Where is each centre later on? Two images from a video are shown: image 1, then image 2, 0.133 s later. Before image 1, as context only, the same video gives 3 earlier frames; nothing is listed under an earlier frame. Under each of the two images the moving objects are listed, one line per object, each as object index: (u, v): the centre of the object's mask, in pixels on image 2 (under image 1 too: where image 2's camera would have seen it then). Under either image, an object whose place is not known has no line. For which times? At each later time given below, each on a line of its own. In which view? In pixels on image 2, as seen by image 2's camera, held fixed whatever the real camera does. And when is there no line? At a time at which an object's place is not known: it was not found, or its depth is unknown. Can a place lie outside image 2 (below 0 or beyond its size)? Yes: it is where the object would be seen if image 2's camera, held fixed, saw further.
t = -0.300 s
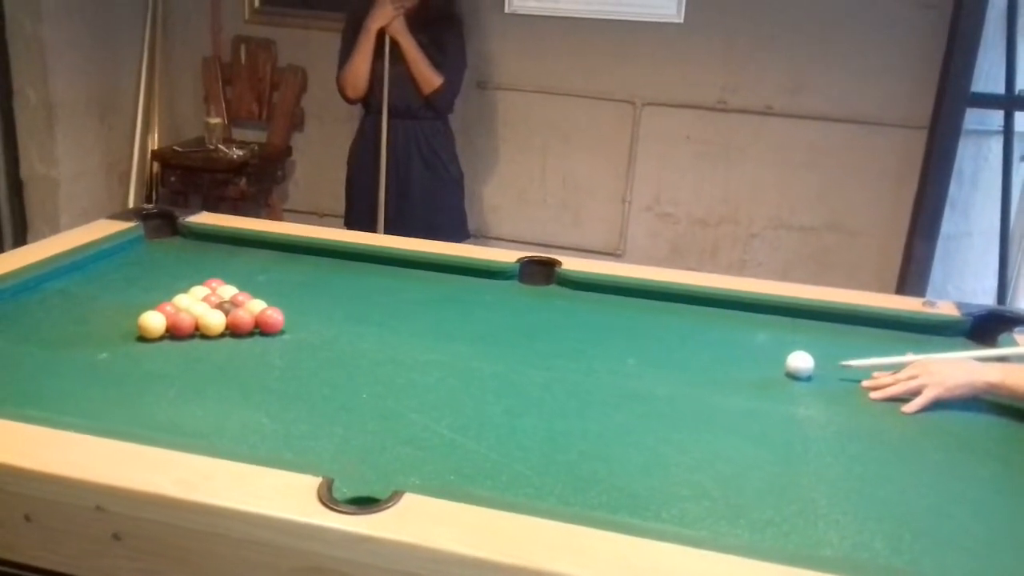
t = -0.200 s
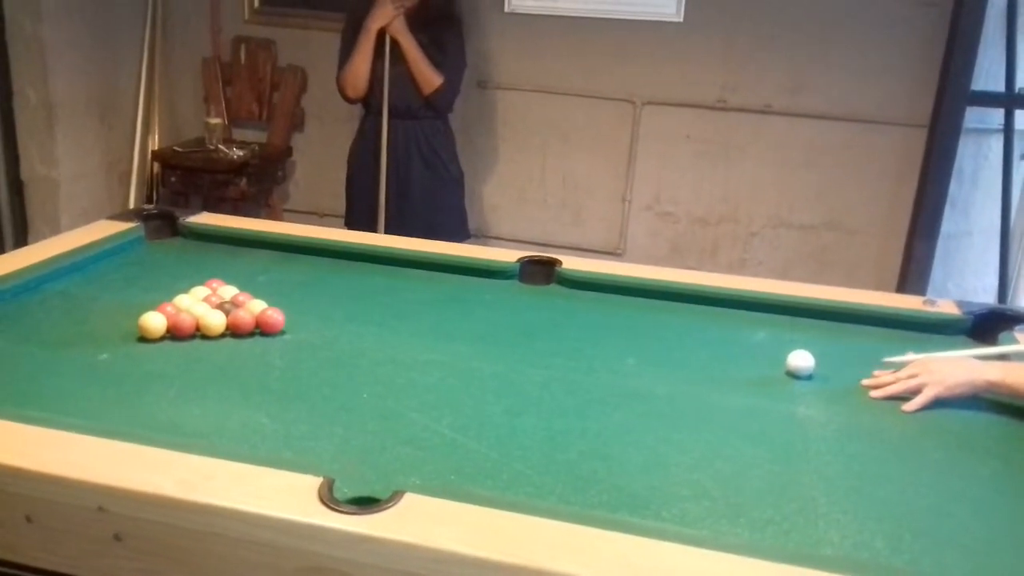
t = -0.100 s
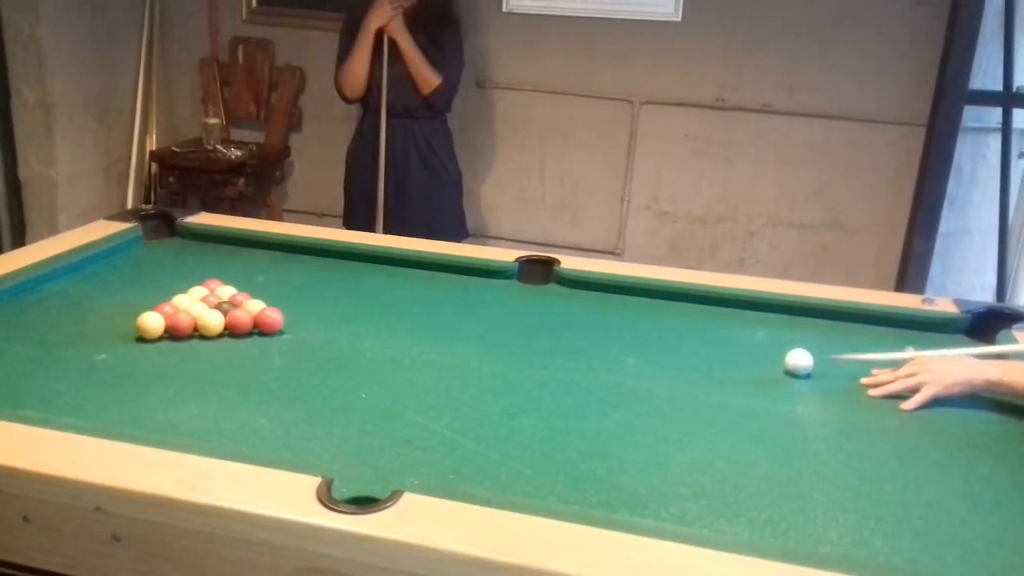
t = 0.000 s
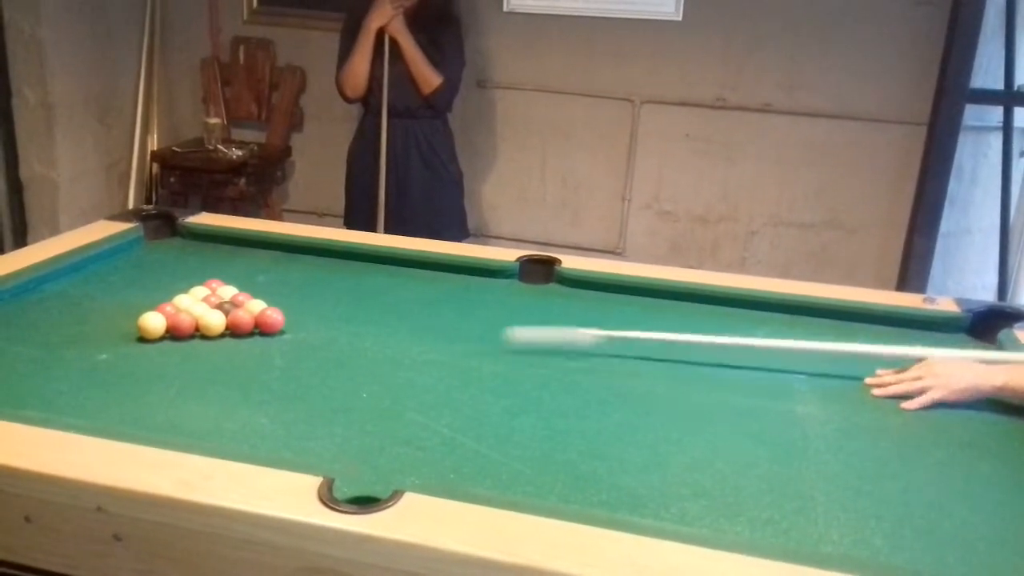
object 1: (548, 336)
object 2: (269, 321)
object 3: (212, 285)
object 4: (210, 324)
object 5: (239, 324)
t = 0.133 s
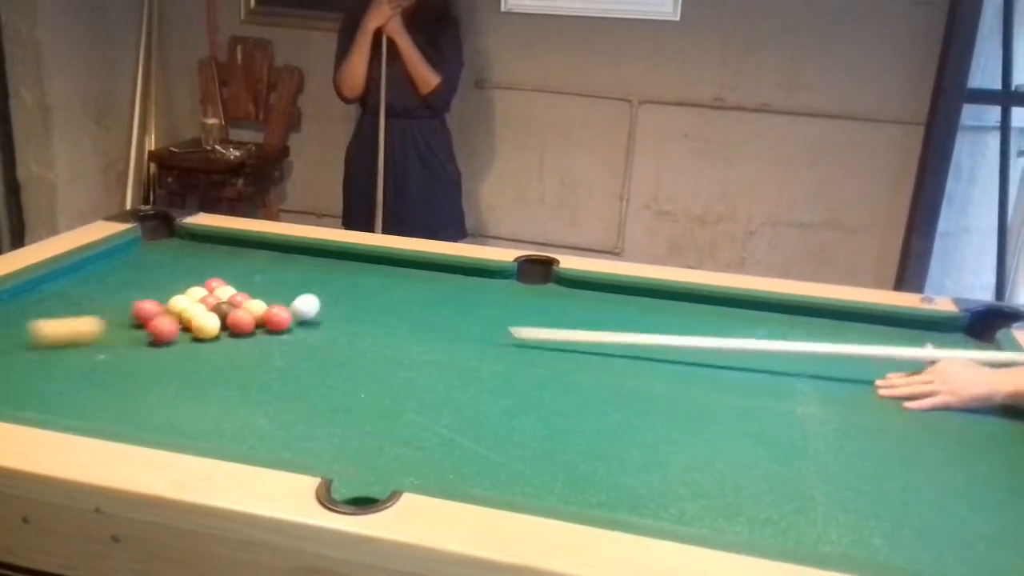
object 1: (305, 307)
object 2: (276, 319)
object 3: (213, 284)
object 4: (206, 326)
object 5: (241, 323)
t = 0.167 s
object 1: (314, 303)
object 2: (284, 317)
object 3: (215, 283)
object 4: (204, 327)
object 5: (242, 323)
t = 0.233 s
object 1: (324, 294)
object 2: (297, 313)
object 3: (220, 282)
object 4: (199, 330)
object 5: (245, 322)
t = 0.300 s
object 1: (327, 283)
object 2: (309, 310)
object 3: (226, 279)
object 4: (194, 332)
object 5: (248, 321)
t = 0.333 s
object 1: (326, 278)
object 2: (315, 308)
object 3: (229, 278)
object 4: (192, 333)
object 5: (249, 321)
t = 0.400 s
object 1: (318, 269)
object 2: (327, 305)
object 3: (235, 277)
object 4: (187, 335)
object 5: (252, 320)
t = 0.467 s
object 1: (304, 260)
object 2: (338, 302)
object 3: (239, 276)
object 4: (182, 338)
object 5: (255, 320)
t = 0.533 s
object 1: (290, 251)
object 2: (349, 299)
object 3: (243, 275)
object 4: (178, 340)
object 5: (257, 319)
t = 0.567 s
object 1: (282, 247)
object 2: (354, 298)
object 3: (245, 274)
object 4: (176, 341)
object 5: (258, 319)
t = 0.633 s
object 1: (263, 248)
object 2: (365, 295)
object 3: (249, 273)
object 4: (172, 343)
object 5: (261, 319)
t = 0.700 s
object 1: (243, 249)
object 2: (375, 292)
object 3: (252, 271)
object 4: (168, 345)
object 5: (262, 318)
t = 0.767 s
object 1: (224, 251)
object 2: (385, 290)
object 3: (256, 269)
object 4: (164, 347)
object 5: (264, 317)
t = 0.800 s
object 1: (213, 252)
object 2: (389, 289)
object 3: (258, 268)
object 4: (162, 349)
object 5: (264, 317)
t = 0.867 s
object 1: (193, 253)
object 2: (399, 286)
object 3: (261, 266)
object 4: (158, 351)
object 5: (266, 317)
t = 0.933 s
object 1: (173, 254)
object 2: (408, 284)
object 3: (265, 265)
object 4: (154, 353)
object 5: (267, 316)
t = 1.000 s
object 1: (152, 255)
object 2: (416, 281)
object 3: (268, 263)
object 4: (150, 355)
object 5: (267, 316)
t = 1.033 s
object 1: (143, 256)
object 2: (421, 280)
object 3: (269, 262)
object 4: (148, 356)
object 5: (268, 316)
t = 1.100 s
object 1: (122, 257)
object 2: (430, 278)
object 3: (273, 261)
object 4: (145, 358)
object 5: (270, 316)
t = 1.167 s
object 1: (102, 258)
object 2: (438, 276)
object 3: (276, 259)
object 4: (141, 360)
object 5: (271, 316)
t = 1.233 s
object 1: (96, 262)
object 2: (445, 274)
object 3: (279, 258)
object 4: (138, 363)
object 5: (272, 316)
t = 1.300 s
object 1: (100, 266)
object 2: (454, 272)
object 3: (282, 256)
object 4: (135, 364)
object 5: (272, 316)
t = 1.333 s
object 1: (101, 268)
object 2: (457, 271)
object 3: (284, 256)
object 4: (133, 365)
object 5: (273, 316)
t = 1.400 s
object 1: (105, 272)
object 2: (464, 270)
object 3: (287, 254)
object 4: (130, 367)
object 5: (273, 316)
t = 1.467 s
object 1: (108, 276)
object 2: (466, 272)
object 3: (289, 253)
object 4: (127, 369)
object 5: (273, 316)
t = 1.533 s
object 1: (111, 280)
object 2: (468, 274)
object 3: (292, 252)
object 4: (124, 371)
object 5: (274, 316)
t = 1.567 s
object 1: (113, 282)
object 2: (469, 275)
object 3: (293, 251)
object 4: (123, 371)
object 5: (274, 316)
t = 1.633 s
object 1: (116, 287)
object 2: (470, 277)
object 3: (296, 250)
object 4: (120, 373)
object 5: (274, 316)
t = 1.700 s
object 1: (120, 291)
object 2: (473, 280)
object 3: (298, 250)
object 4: (118, 374)
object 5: (274, 316)
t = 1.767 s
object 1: (123, 295)
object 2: (474, 282)
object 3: (297, 250)
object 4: (115, 376)
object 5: (274, 317)
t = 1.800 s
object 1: (125, 298)
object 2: (475, 283)
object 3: (296, 250)
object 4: (115, 376)
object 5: (274, 316)
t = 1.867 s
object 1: (129, 302)
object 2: (477, 285)
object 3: (295, 251)
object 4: (113, 378)
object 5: (274, 316)
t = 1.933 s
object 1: (131, 307)
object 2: (479, 287)
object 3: (295, 251)
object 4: (111, 379)
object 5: (274, 316)
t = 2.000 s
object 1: (130, 311)
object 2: (480, 290)
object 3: (293, 253)
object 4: (110, 380)
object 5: (274, 316)
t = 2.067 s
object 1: (129, 316)
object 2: (482, 291)
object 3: (293, 253)
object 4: (109, 381)
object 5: (274, 316)
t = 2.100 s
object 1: (128, 318)
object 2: (483, 293)
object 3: (292, 253)
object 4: (108, 382)
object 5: (274, 316)
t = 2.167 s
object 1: (126, 322)
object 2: (484, 295)
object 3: (291, 254)
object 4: (107, 383)
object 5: (274, 316)
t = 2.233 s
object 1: (124, 326)
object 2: (486, 297)
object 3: (291, 255)
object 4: (106, 383)
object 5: (274, 316)
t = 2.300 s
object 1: (123, 331)
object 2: (488, 299)
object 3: (290, 255)
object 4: (106, 384)
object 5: (274, 316)
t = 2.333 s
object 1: (122, 333)
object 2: (489, 300)
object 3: (290, 256)
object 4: (106, 385)
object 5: (274, 316)
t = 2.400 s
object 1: (121, 338)
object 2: (490, 302)
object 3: (290, 256)
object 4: (106, 385)
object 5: (274, 316)
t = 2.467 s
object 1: (119, 342)
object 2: (492, 303)
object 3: (290, 257)
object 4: (106, 386)
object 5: (274, 316)
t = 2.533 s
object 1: (116, 347)
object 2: (493, 305)
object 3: (289, 257)
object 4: (106, 386)
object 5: (274, 316)
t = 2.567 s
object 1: (116, 349)
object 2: (494, 306)
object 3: (289, 257)
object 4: (107, 386)
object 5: (274, 316)
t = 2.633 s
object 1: (114, 354)
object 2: (495, 308)
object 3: (289, 258)
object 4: (106, 386)
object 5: (274, 316)
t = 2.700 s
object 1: (113, 357)
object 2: (497, 310)
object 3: (289, 258)
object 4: (107, 386)
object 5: (274, 316)
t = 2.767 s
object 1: (111, 361)
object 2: (498, 312)
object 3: (289, 258)
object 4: (106, 386)
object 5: (274, 316)
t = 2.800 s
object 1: (111, 362)
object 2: (498, 313)
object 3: (289, 258)
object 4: (106, 386)
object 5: (274, 316)
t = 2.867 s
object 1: (110, 366)
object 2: (500, 314)
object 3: (289, 258)
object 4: (106, 386)
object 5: (274, 316)
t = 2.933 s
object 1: (108, 368)
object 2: (501, 316)
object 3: (288, 259)
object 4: (106, 387)
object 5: (274, 316)
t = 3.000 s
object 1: (107, 369)
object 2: (502, 317)
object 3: (288, 259)
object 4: (105, 391)
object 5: (274, 317)
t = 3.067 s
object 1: (106, 370)
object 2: (503, 319)
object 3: (289, 259)
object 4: (105, 392)
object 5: (274, 316)
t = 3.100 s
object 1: (106, 370)
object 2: (504, 320)
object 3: (288, 259)
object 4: (105, 393)
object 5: (274, 316)
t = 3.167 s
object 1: (105, 371)
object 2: (505, 322)
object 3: (288, 259)
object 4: (105, 396)
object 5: (274, 316)
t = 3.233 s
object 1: (106, 372)
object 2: (505, 323)
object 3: (289, 259)
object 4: (106, 399)
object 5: (274, 316)
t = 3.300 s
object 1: (105, 373)
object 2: (506, 324)
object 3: (288, 259)
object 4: (106, 401)
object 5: (274, 316)
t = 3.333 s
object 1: (100, 375)
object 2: (507, 325)
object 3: (288, 259)
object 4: (106, 402)
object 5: (274, 316)
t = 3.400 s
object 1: (84, 383)
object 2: (507, 327)
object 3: (288, 259)
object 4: (107, 404)
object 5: (274, 316)
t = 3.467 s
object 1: (69, 390)
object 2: (508, 328)
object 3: (288, 259)
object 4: (107, 406)
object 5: (274, 316)
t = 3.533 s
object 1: (54, 395)
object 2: (509, 329)
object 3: (288, 259)
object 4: (108, 408)
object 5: (274, 316)
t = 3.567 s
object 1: (46, 398)
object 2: (509, 330)
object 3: (288, 259)
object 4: (108, 409)
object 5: (274, 316)
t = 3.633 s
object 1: (31, 402)
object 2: (510, 331)
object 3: (289, 259)
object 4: (109, 410)
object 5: (274, 316)
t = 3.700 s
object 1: (18, 404)
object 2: (510, 332)
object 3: (289, 259)
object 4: (111, 411)
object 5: (274, 316)
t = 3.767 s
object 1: (24, 401)
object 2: (511, 333)
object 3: (288, 259)
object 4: (112, 413)
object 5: (274, 316)
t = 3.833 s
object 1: (28, 396)
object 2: (512, 334)
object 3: (288, 259)
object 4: (113, 413)
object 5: (274, 316)
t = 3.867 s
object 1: (31, 395)
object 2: (512, 334)
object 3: (288, 259)
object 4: (114, 414)
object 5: (274, 316)
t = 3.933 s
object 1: (36, 391)
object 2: (512, 335)
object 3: (288, 259)
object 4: (115, 415)
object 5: (274, 316)
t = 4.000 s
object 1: (41, 386)
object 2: (513, 336)
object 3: (288, 259)
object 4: (116, 416)
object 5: (274, 316)
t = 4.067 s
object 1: (45, 382)
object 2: (514, 337)
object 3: (288, 259)
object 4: (117, 417)
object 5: (274, 316)
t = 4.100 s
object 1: (48, 380)
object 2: (514, 337)
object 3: (288, 259)
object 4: (117, 417)
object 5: (274, 316)
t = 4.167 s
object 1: (52, 375)
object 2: (515, 338)
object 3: (288, 259)
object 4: (117, 418)
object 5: (274, 316)
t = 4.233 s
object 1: (57, 371)
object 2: (516, 338)
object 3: (289, 259)
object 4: (118, 418)
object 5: (274, 316)
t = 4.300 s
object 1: (60, 367)
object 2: (516, 339)
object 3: (288, 259)
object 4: (118, 419)
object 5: (274, 316)
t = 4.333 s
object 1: (63, 365)
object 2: (516, 339)
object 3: (288, 259)
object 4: (119, 419)
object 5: (274, 316)
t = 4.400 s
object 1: (67, 362)
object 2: (517, 339)
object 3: (288, 259)
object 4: (120, 419)
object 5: (274, 316)
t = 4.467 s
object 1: (70, 358)
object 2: (517, 340)
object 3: (289, 259)
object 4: (121, 419)
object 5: (274, 316)
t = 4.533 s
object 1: (74, 355)
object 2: (517, 340)
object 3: (289, 259)
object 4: (122, 420)
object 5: (274, 316)
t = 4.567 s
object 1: (76, 353)
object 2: (518, 340)
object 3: (289, 259)
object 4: (123, 420)
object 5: (274, 316)
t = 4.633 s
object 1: (79, 350)
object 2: (518, 340)
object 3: (289, 259)
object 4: (123, 420)
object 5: (275, 316)
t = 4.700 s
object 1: (82, 347)
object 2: (518, 340)
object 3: (289, 259)
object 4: (123, 419)
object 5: (275, 316)
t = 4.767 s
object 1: (86, 344)
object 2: (518, 340)
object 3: (289, 259)
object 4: (123, 420)
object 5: (275, 317)
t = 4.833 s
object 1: (89, 342)
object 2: (518, 340)
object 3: (289, 259)
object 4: (123, 420)
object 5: (275, 317)
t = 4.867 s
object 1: (91, 340)
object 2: (518, 340)
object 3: (289, 259)
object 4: (123, 420)
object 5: (275, 317)
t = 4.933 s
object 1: (94, 338)
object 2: (518, 340)
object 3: (289, 259)
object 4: (122, 419)
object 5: (274, 317)
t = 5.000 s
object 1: (97, 335)
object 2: (518, 340)
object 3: (289, 259)
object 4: (123, 420)
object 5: (274, 317)
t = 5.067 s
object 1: (100, 333)
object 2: (518, 340)
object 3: (289, 259)
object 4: (122, 419)
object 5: (274, 317)
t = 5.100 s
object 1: (101, 332)
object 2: (518, 340)
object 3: (289, 259)
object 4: (122, 420)
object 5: (274, 316)
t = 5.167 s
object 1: (104, 330)
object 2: (518, 340)
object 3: (289, 259)
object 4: (122, 420)
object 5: (275, 317)
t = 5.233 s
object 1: (106, 328)
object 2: (518, 340)
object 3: (289, 259)
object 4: (122, 420)
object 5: (274, 316)
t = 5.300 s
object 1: (108, 325)
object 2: (518, 340)
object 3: (289, 259)
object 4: (122, 419)
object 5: (274, 316)
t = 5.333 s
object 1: (110, 325)
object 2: (518, 340)
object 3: (289, 259)
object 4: (123, 420)
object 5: (274, 316)
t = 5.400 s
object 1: (112, 323)
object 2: (518, 340)
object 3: (289, 259)
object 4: (122, 420)
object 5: (275, 316)
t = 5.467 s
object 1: (114, 321)
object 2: (518, 340)
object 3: (289, 259)
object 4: (122, 420)
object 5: (274, 316)
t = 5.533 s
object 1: (117, 319)
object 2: (518, 340)
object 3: (289, 259)
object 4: (123, 420)
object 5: (274, 316)
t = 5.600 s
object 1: (119, 318)
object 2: (518, 340)
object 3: (289, 259)
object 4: (123, 420)
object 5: (274, 316)
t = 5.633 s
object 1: (120, 317)
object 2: (518, 340)
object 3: (289, 259)
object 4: (123, 420)
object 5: (274, 316)
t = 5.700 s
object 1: (122, 315)
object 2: (518, 340)
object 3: (289, 259)
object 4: (123, 420)
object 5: (274, 316)
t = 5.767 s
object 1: (124, 314)
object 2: (518, 340)
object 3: (289, 259)
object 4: (123, 420)
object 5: (274, 316)
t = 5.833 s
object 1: (125, 312)
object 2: (518, 340)
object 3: (289, 259)
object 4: (125, 420)
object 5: (275, 316)
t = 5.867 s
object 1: (126, 312)
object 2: (518, 340)
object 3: (289, 259)
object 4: (127, 420)
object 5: (274, 317)
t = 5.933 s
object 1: (127, 311)
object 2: (518, 340)
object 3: (289, 259)
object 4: (130, 420)
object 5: (274, 316)
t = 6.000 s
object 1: (129, 309)
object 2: (518, 340)
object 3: (289, 259)
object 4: (134, 421)
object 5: (274, 316)
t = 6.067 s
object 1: (131, 308)
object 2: (518, 340)
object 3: (289, 259)
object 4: (137, 421)
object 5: (275, 317)
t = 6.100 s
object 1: (131, 307)
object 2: (518, 340)
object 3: (289, 259)
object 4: (138, 421)
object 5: (275, 316)
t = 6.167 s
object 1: (132, 306)
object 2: (518, 340)
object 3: (289, 259)
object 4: (141, 421)
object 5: (274, 316)
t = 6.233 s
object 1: (133, 305)
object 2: (518, 340)
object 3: (289, 259)
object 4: (143, 421)
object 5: (275, 317)
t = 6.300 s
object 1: (134, 305)
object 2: (518, 340)
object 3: (288, 259)
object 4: (146, 421)
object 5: (274, 317)
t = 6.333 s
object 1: (134, 304)
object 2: (518, 340)
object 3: (289, 259)
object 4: (146, 422)
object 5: (274, 317)
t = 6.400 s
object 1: (135, 303)
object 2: (518, 340)
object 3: (289, 259)
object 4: (148, 422)
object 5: (275, 317)
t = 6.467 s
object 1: (136, 303)
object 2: (518, 340)
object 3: (289, 259)
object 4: (150, 422)
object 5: (275, 317)
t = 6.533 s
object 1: (136, 302)
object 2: (518, 340)
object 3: (289, 259)
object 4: (151, 422)
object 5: (275, 317)
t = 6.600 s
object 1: (137, 302)
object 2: (518, 340)
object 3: (289, 259)
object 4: (153, 422)
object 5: (275, 317)
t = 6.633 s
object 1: (137, 301)
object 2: (518, 340)
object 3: (289, 259)
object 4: (153, 422)
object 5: (275, 317)
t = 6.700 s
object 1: (137, 300)
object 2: (518, 340)
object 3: (289, 259)
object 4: (154, 422)
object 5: (274, 317)
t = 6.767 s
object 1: (138, 300)
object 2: (518, 340)
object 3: (289, 259)
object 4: (155, 422)
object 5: (275, 317)
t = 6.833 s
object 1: (138, 299)
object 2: (518, 340)
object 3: (289, 259)
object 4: (156, 422)
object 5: (275, 317)
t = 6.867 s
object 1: (139, 299)
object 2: (518, 340)
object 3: (289, 259)
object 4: (157, 422)
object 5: (275, 317)
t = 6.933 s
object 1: (140, 298)
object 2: (518, 340)
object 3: (289, 259)
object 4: (157, 422)
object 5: (275, 317)
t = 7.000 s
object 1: (140, 298)
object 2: (518, 340)
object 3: (289, 259)
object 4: (157, 422)
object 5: (275, 317)
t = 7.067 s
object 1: (140, 298)
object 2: (518, 340)
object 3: (289, 259)
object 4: (157, 422)
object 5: (275, 316)
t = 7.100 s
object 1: (140, 297)
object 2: (518, 340)
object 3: (289, 259)
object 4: (157, 422)
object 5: (275, 317)
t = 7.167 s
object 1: (140, 297)
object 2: (518, 340)
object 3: (289, 259)
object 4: (157, 422)
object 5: (275, 317)
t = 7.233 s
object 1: (140, 297)
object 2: (518, 340)
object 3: (289, 259)
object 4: (157, 422)
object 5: (275, 317)
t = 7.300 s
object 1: (141, 297)
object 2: (518, 340)
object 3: (289, 259)
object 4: (157, 422)
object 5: (275, 317)
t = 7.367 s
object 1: (140, 296)
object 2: (518, 340)
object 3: (289, 259)
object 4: (157, 422)
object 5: (275, 317)
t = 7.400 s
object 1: (140, 297)
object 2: (518, 340)
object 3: (289, 259)
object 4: (157, 422)
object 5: (275, 317)
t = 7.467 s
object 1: (141, 296)
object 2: (518, 340)
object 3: (289, 259)
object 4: (157, 422)
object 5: (275, 317)
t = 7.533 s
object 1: (141, 296)
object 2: (518, 340)
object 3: (289, 259)
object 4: (157, 422)
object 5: (275, 317)
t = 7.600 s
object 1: (140, 296)
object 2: (518, 340)
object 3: (289, 259)
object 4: (157, 422)
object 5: (275, 316)
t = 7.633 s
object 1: (141, 296)
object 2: (518, 340)
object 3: (289, 259)
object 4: (157, 422)
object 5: (275, 316)
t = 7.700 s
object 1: (140, 296)
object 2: (518, 340)
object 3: (288, 259)
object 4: (157, 422)
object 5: (274, 316)
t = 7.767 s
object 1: (140, 297)
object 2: (518, 340)
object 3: (289, 259)
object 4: (157, 422)
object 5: (275, 316)
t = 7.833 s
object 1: (140, 296)
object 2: (518, 340)
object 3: (289, 259)
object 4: (157, 422)
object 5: (275, 316)
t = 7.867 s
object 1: (140, 296)
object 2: (518, 340)
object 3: (289, 259)
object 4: (157, 422)
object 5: (274, 316)
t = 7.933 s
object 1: (141, 296)
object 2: (518, 340)
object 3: (289, 259)
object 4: (157, 422)
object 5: (274, 316)
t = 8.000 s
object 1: (141, 297)
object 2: (518, 340)
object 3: (289, 259)
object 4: (157, 422)
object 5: (274, 316)
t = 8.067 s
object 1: (141, 296)
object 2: (518, 340)
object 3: (289, 259)
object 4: (157, 422)
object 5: (274, 316)
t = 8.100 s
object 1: (141, 296)
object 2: (518, 340)
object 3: (289, 259)
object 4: (157, 422)
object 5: (274, 316)
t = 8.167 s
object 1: (141, 296)
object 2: (518, 340)
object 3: (289, 259)
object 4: (157, 422)
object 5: (274, 316)
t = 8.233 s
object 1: (141, 296)
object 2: (518, 340)
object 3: (289, 259)
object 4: (157, 422)
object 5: (274, 316)
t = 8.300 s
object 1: (141, 296)
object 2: (518, 340)
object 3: (289, 259)
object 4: (157, 422)
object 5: (274, 316)
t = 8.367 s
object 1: (141, 296)
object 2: (518, 340)
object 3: (289, 259)
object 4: (157, 422)
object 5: (274, 316)
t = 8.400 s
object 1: (141, 296)
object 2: (518, 340)
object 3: (289, 259)
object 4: (157, 422)
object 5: (274, 316)
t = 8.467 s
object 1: (141, 296)
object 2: (518, 340)
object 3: (289, 259)
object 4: (157, 422)
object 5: (275, 316)
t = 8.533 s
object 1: (140, 296)
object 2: (518, 340)
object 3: (289, 259)
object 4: (157, 422)
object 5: (275, 316)
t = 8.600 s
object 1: (141, 296)
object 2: (518, 340)
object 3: (289, 259)
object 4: (157, 422)
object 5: (275, 316)
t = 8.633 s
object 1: (141, 296)
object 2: (518, 340)
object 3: (289, 259)
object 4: (157, 422)
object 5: (275, 316)
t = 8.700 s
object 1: (141, 296)
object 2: (518, 340)
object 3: (289, 259)
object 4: (156, 422)
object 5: (275, 316)
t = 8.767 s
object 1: (140, 296)
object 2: (518, 340)
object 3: (289, 259)
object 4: (157, 422)
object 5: (275, 316)
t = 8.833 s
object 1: (141, 296)
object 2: (518, 340)
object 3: (289, 259)
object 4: (157, 422)
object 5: (274, 316)
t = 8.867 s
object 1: (140, 296)
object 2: (518, 340)
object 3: (289, 259)
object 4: (157, 422)
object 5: (274, 316)
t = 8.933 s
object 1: (141, 296)
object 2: (518, 340)
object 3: (289, 259)
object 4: (157, 422)
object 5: (275, 316)
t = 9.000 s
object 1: (141, 296)
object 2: (518, 340)
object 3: (289, 259)
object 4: (157, 422)
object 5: (275, 316)
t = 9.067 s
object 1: (141, 296)
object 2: (518, 340)
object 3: (289, 259)
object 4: (157, 422)
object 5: (275, 316)
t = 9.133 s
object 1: (141, 296)
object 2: (518, 340)
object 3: (289, 259)
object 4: (156, 422)
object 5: (275, 316)
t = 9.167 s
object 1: (141, 296)
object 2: (518, 340)
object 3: (289, 259)
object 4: (156, 422)
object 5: (275, 316)
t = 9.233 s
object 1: (141, 296)
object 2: (518, 340)
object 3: (289, 259)
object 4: (156, 422)
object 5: (274, 316)
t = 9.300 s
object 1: (141, 296)
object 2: (518, 340)
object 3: (289, 259)
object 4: (156, 422)
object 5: (274, 316)
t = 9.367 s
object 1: (141, 296)
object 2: (518, 340)
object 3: (289, 259)
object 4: (157, 422)
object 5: (274, 316)
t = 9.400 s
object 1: (141, 296)
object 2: (518, 340)
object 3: (289, 259)
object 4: (156, 422)
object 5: (274, 316)
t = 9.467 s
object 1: (141, 295)
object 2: (518, 340)
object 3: (289, 259)
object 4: (156, 422)
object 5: (274, 316)
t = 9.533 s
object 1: (141, 296)
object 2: (518, 340)
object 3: (289, 259)
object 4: (156, 422)
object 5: (274, 316)
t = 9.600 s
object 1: (141, 296)
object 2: (518, 340)
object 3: (289, 259)
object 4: (156, 422)
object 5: (274, 316)
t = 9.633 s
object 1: (141, 296)
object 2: (518, 340)
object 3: (289, 259)
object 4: (156, 422)
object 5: (274, 316)
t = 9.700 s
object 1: (141, 296)
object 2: (518, 340)
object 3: (289, 259)
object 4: (156, 422)
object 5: (274, 316)
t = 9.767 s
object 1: (141, 296)
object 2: (518, 340)
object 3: (289, 259)
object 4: (156, 422)
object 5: (274, 316)
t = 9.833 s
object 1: (141, 296)
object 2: (518, 340)
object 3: (289, 259)
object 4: (156, 422)
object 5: (274, 316)
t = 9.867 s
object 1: (141, 296)
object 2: (518, 340)
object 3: (289, 259)
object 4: (156, 422)
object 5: (274, 316)
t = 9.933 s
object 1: (140, 296)
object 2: (518, 340)
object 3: (289, 259)
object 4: (156, 422)
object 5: (274, 316)
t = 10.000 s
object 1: (140, 296)
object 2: (518, 340)
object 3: (289, 259)
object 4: (156, 422)
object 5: (275, 316)
